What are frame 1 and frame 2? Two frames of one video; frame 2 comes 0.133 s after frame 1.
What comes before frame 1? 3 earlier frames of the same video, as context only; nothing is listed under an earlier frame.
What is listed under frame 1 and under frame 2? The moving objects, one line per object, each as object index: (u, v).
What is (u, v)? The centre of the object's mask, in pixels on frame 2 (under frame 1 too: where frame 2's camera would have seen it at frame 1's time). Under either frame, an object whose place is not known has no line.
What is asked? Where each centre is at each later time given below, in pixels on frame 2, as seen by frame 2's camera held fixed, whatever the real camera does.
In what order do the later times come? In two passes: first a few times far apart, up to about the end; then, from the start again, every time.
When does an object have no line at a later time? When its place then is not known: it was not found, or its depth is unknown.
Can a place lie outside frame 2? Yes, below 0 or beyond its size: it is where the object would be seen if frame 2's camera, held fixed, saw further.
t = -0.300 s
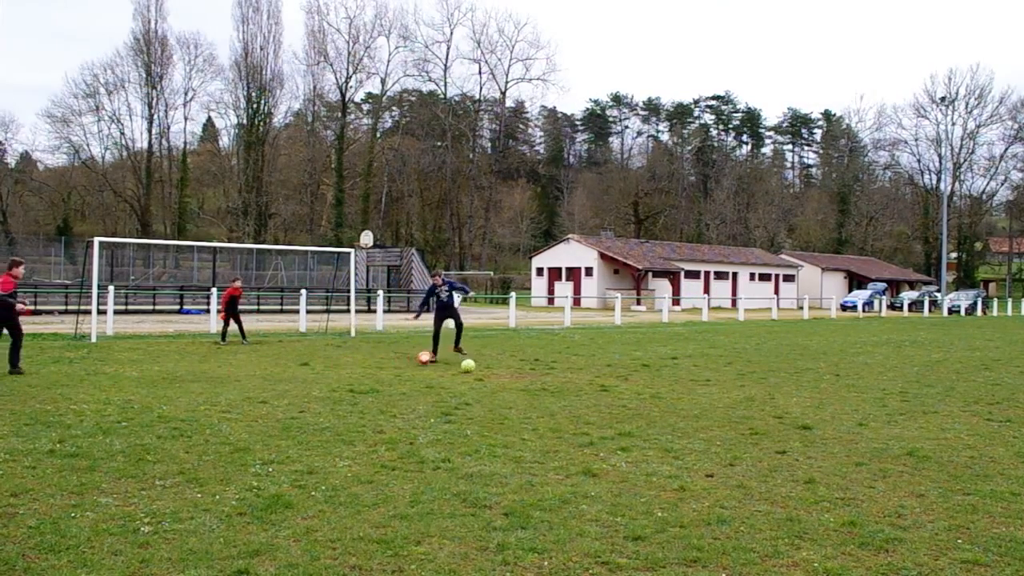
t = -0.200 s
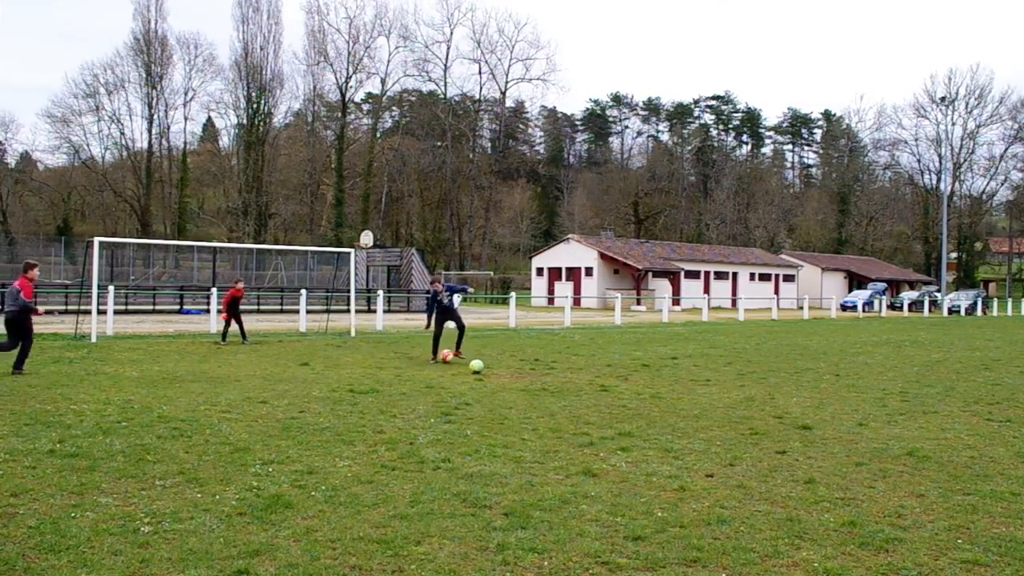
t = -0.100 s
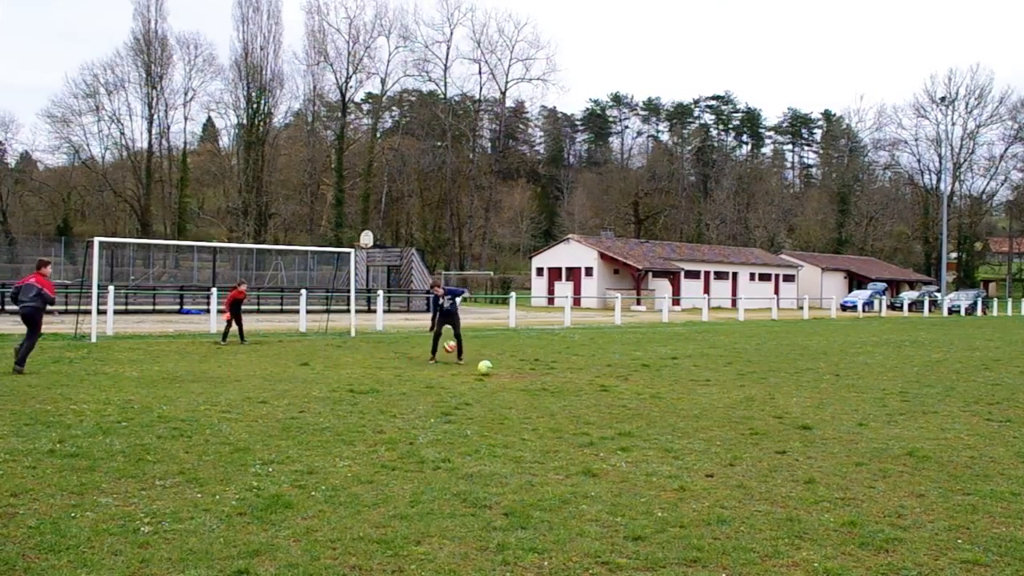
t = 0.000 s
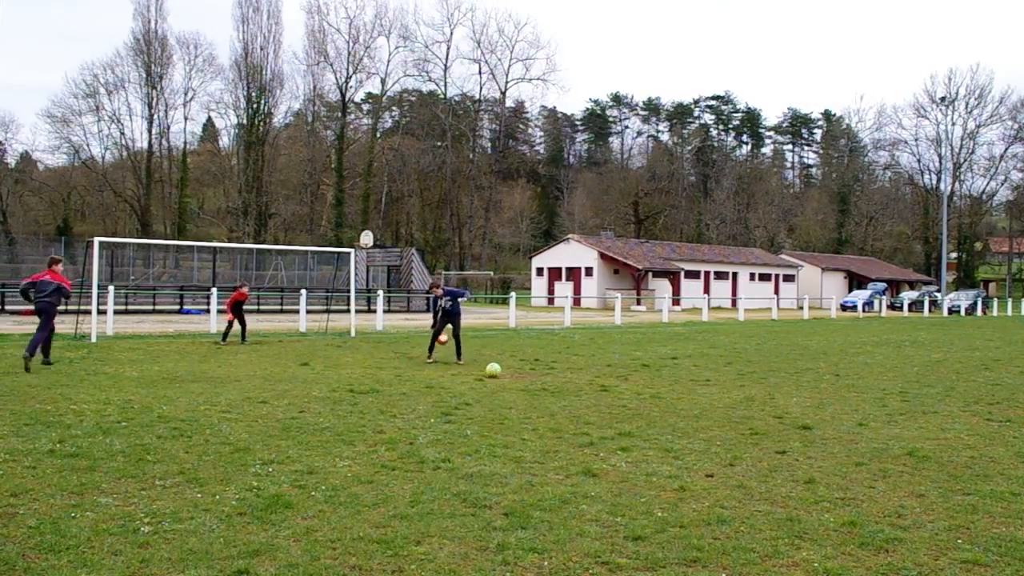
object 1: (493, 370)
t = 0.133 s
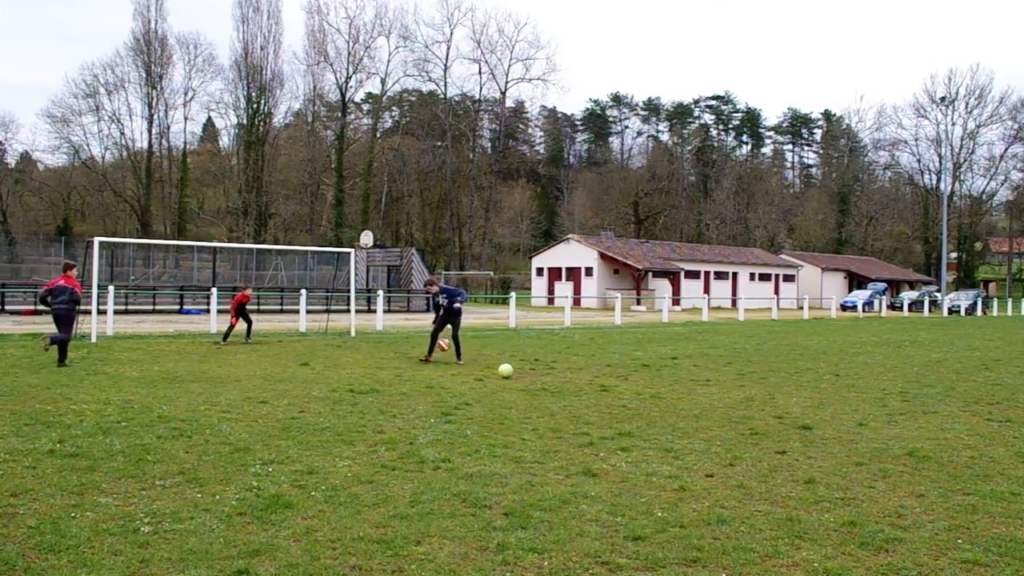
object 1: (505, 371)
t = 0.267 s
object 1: (517, 372)
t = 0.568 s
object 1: (543, 376)
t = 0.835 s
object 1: (566, 378)
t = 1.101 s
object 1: (590, 381)
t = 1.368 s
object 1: (611, 384)
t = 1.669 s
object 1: (632, 387)
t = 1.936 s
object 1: (650, 389)
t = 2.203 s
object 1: (664, 391)
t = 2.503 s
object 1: (678, 394)
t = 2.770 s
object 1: (687, 395)
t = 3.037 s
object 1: (693, 396)
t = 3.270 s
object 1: (696, 398)
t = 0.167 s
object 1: (508, 372)
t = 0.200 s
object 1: (511, 371)
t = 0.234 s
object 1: (514, 371)
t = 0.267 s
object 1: (517, 372)
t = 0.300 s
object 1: (520, 373)
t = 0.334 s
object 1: (523, 373)
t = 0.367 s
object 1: (526, 373)
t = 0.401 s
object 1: (529, 374)
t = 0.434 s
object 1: (533, 374)
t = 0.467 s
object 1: (535, 374)
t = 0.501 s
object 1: (538, 374)
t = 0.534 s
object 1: (540, 375)
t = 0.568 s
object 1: (543, 376)
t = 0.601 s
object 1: (546, 376)
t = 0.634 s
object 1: (548, 376)
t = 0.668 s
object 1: (551, 376)
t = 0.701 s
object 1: (554, 376)
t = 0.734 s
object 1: (557, 377)
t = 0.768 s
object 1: (560, 377)
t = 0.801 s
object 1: (563, 377)
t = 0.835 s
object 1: (566, 378)
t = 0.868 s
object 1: (568, 378)
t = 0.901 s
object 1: (572, 379)
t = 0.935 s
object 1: (575, 380)
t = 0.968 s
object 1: (578, 380)
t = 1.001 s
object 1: (581, 380)
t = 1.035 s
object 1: (584, 381)
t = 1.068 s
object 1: (587, 381)
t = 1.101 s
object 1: (590, 381)
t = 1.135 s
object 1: (593, 381)
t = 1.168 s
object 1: (596, 382)
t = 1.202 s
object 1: (599, 382)
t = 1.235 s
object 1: (601, 382)
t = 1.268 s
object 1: (604, 381)
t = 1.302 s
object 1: (606, 381)
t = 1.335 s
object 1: (609, 382)
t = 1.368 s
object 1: (611, 384)
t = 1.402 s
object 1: (614, 384)
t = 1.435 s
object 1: (616, 384)
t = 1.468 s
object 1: (618, 384)
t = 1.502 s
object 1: (621, 385)
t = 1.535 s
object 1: (623, 386)
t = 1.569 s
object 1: (625, 385)
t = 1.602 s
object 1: (628, 386)
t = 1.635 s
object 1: (630, 387)
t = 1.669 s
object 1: (632, 387)
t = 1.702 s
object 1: (634, 388)
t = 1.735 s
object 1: (637, 388)
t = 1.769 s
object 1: (639, 388)
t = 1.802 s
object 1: (641, 388)
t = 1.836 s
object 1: (643, 388)
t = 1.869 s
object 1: (646, 389)
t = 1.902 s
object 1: (648, 388)
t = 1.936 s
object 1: (650, 389)
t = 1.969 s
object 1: (652, 389)
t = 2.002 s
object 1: (653, 389)
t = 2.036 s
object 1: (655, 389)
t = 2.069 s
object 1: (657, 390)
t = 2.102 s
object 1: (659, 390)
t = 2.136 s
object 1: (661, 390)
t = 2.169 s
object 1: (662, 391)
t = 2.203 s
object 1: (664, 391)
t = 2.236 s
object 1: (666, 392)
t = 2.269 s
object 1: (668, 392)
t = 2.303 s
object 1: (669, 392)
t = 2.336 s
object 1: (670, 392)
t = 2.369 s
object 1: (672, 392)
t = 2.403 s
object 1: (674, 393)
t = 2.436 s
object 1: (675, 393)
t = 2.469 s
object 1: (676, 394)
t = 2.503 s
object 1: (678, 394)
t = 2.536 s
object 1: (679, 394)
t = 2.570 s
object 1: (681, 394)
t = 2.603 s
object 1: (682, 394)
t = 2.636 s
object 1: (683, 394)
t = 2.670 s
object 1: (684, 394)
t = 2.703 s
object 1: (685, 394)
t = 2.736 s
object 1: (686, 395)
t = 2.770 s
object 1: (687, 395)
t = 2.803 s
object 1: (688, 395)
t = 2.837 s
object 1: (689, 395)
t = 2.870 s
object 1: (690, 395)
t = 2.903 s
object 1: (690, 396)
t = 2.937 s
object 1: (691, 396)
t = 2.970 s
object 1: (692, 396)
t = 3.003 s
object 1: (692, 396)
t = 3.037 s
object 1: (693, 396)
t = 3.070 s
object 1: (694, 397)
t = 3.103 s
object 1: (694, 397)
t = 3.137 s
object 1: (694, 397)
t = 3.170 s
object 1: (695, 397)
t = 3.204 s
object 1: (695, 397)
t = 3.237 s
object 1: (695, 397)
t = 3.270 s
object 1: (696, 398)
